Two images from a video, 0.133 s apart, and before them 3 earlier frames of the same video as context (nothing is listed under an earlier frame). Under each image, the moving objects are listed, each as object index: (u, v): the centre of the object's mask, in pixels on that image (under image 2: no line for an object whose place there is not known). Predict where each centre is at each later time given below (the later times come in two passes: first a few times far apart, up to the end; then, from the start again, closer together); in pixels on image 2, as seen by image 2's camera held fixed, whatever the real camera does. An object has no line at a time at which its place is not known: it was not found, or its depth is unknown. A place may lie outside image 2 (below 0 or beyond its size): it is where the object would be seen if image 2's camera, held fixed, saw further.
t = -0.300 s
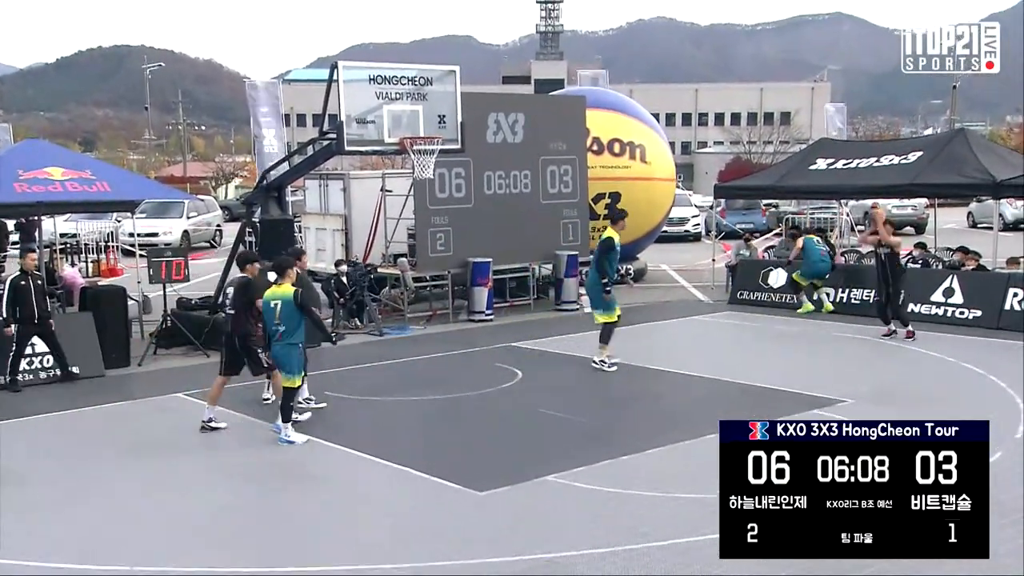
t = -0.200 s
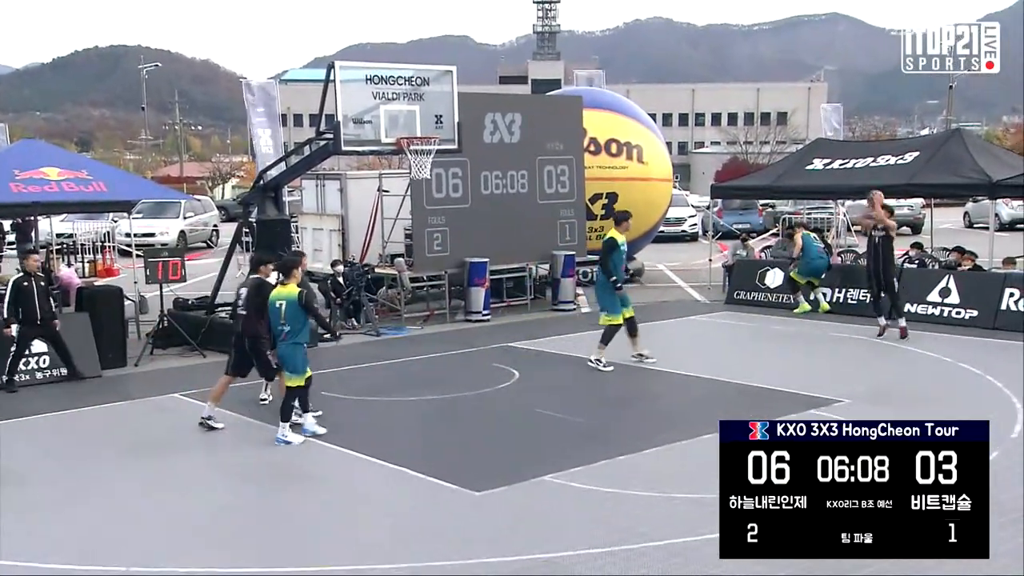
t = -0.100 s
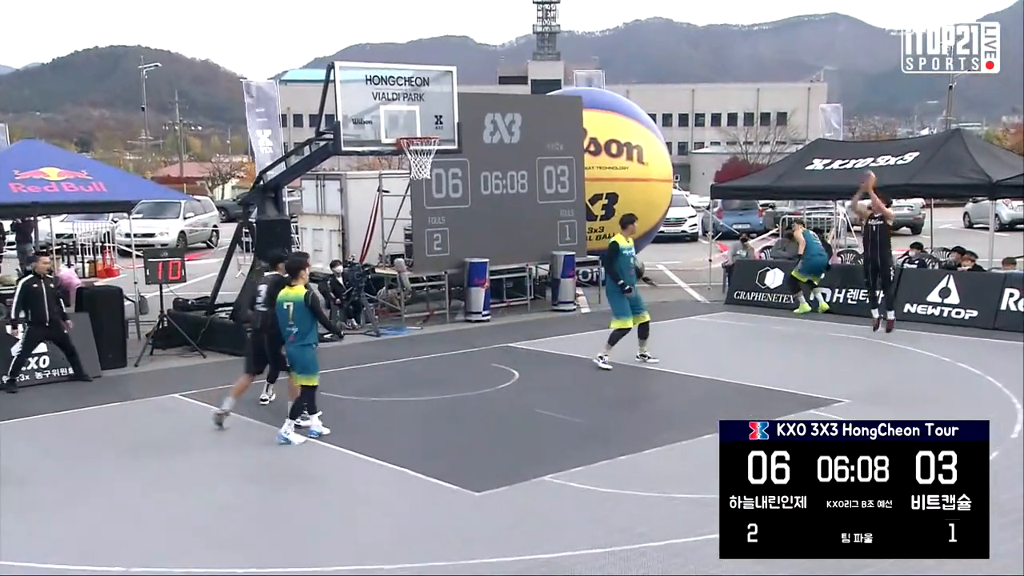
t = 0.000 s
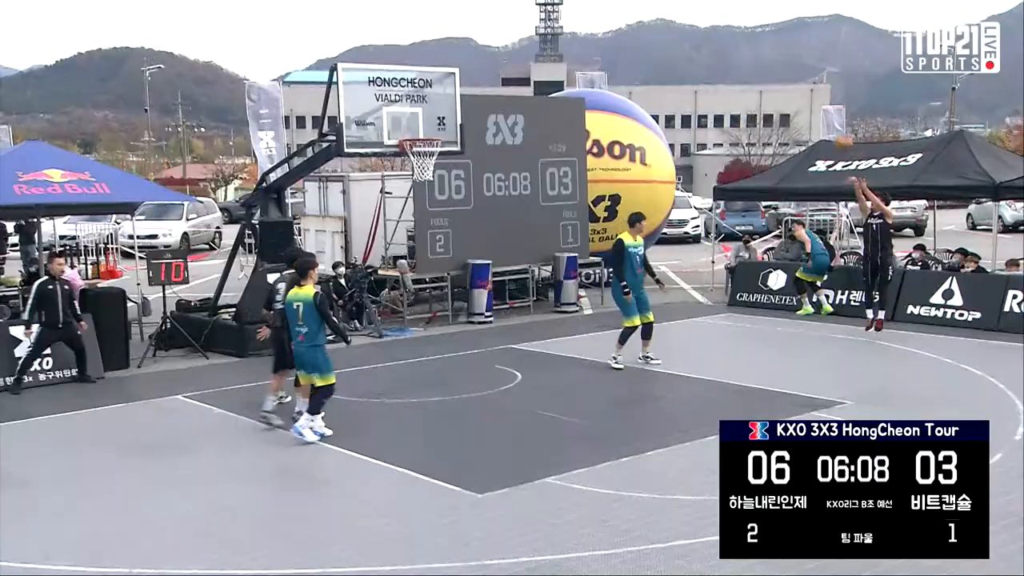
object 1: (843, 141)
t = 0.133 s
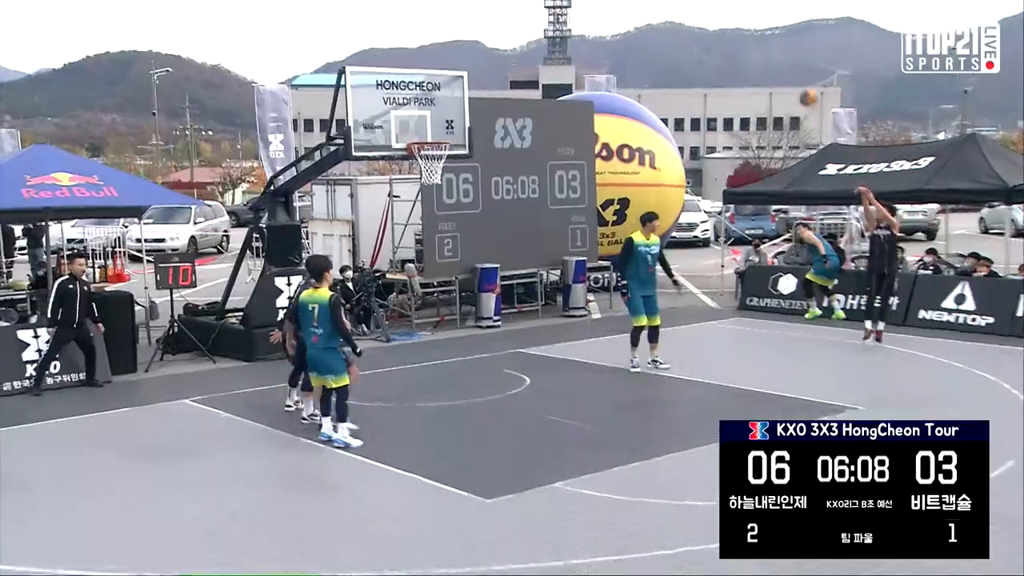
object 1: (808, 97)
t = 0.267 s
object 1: (762, 61)
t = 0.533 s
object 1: (669, 21)
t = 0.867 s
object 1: (542, 38)
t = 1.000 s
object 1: (488, 68)
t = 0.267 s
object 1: (762, 61)
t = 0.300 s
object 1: (751, 53)
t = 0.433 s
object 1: (704, 31)
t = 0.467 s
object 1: (692, 28)
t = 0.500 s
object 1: (680, 23)
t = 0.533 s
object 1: (669, 21)
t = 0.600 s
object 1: (645, 18)
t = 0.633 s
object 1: (633, 17)
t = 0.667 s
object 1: (621, 17)
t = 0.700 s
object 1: (608, 19)
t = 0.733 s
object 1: (595, 21)
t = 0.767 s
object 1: (583, 24)
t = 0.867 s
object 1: (542, 38)
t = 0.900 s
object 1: (529, 43)
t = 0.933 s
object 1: (516, 49)
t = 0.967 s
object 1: (503, 59)
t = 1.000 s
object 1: (488, 68)
